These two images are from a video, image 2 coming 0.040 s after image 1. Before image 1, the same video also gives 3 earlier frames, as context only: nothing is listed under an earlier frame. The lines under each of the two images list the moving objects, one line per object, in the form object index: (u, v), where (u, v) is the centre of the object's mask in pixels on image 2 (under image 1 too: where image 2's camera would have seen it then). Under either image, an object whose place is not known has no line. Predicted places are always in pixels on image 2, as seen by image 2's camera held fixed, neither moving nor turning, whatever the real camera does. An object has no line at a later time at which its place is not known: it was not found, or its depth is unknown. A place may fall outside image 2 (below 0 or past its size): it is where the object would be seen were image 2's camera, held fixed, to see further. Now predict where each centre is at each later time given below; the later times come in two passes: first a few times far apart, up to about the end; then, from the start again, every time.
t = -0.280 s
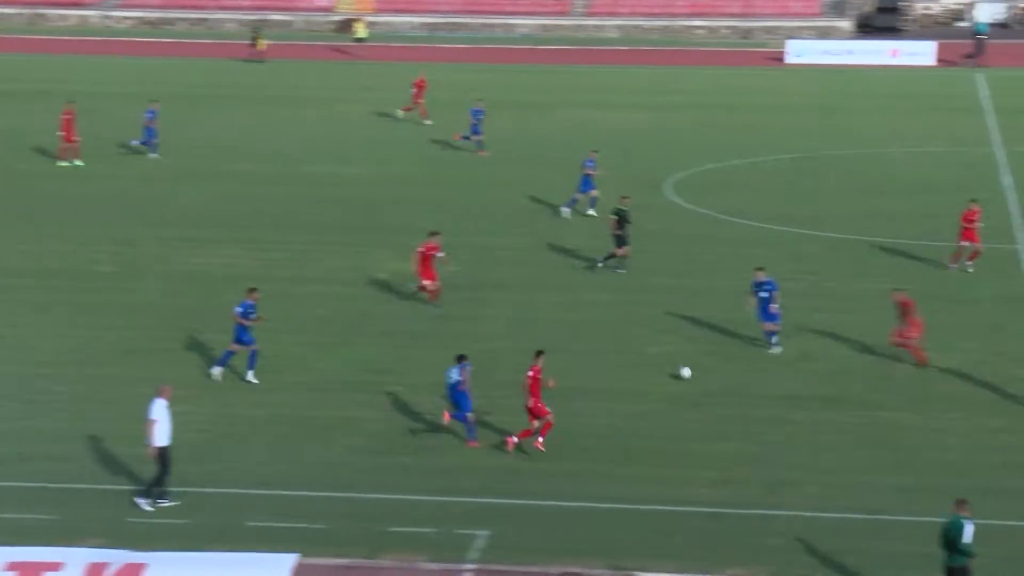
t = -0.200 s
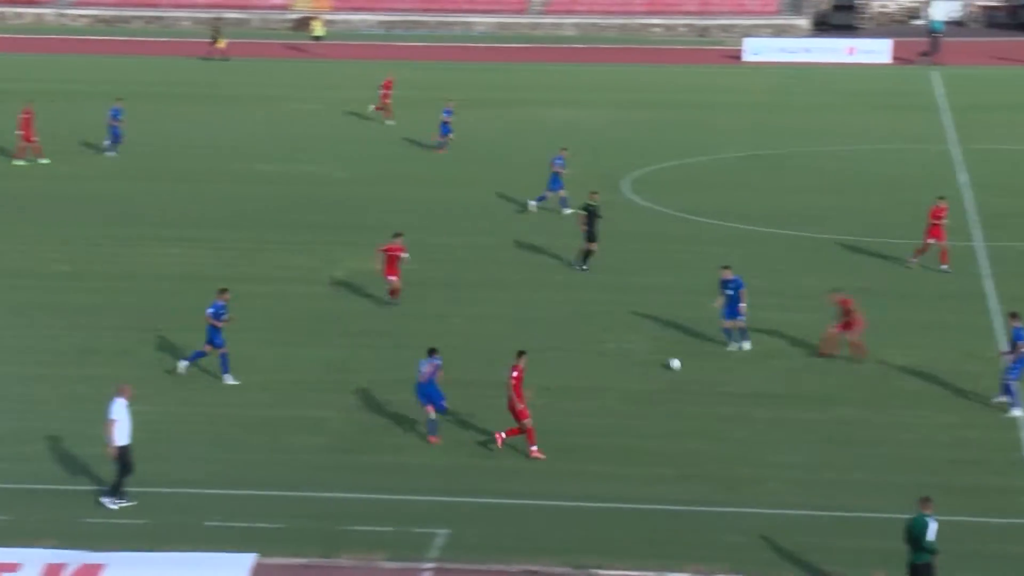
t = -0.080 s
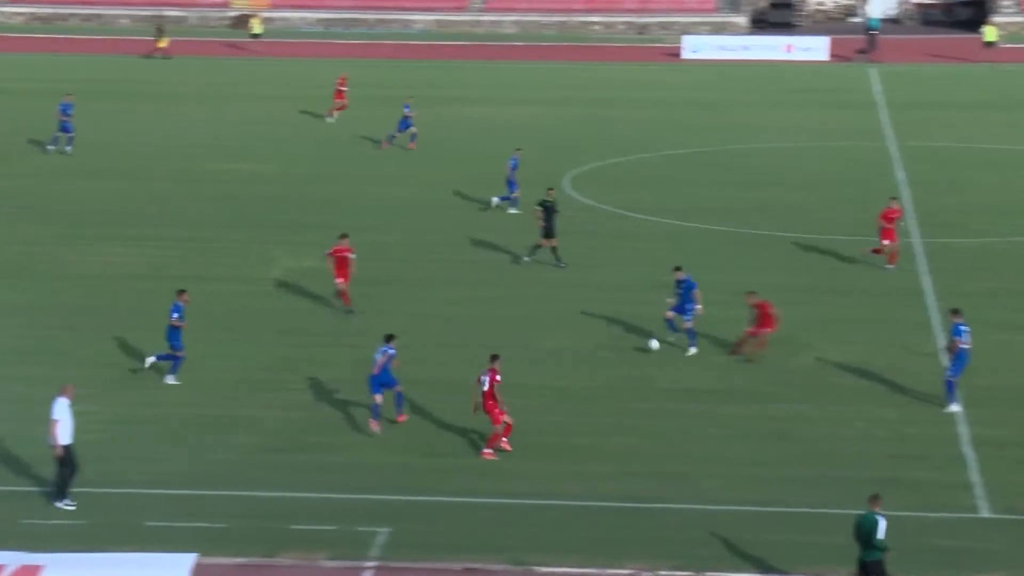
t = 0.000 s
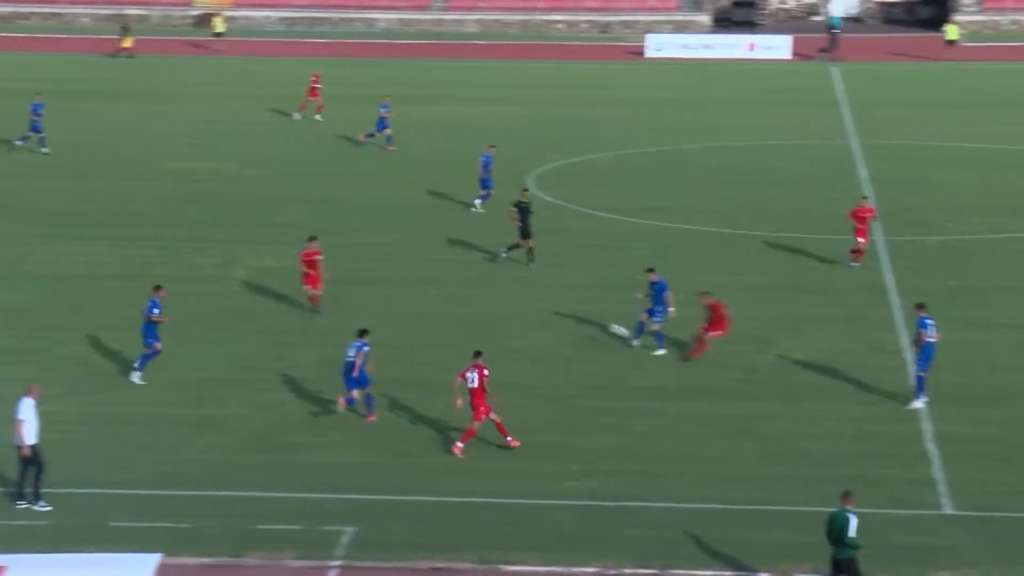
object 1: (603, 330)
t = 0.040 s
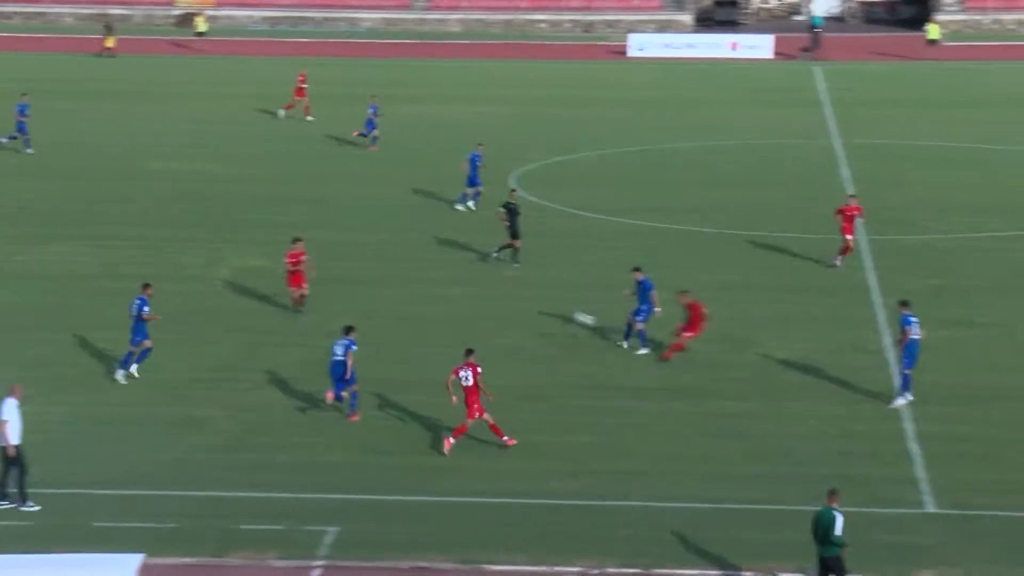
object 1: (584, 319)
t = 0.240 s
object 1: (493, 276)
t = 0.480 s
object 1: (386, 243)
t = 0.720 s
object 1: (285, 236)
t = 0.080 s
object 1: (565, 309)
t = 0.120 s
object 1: (547, 300)
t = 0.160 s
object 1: (529, 291)
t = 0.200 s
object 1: (511, 283)
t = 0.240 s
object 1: (493, 276)
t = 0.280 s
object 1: (475, 269)
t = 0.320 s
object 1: (457, 262)
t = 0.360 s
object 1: (440, 257)
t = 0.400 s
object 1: (423, 252)
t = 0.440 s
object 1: (404, 247)
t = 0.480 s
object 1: (386, 243)
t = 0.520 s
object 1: (369, 240)
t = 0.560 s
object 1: (352, 238)
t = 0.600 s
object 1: (336, 237)
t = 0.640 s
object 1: (319, 236)
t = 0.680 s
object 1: (302, 235)
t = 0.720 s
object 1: (285, 236)
